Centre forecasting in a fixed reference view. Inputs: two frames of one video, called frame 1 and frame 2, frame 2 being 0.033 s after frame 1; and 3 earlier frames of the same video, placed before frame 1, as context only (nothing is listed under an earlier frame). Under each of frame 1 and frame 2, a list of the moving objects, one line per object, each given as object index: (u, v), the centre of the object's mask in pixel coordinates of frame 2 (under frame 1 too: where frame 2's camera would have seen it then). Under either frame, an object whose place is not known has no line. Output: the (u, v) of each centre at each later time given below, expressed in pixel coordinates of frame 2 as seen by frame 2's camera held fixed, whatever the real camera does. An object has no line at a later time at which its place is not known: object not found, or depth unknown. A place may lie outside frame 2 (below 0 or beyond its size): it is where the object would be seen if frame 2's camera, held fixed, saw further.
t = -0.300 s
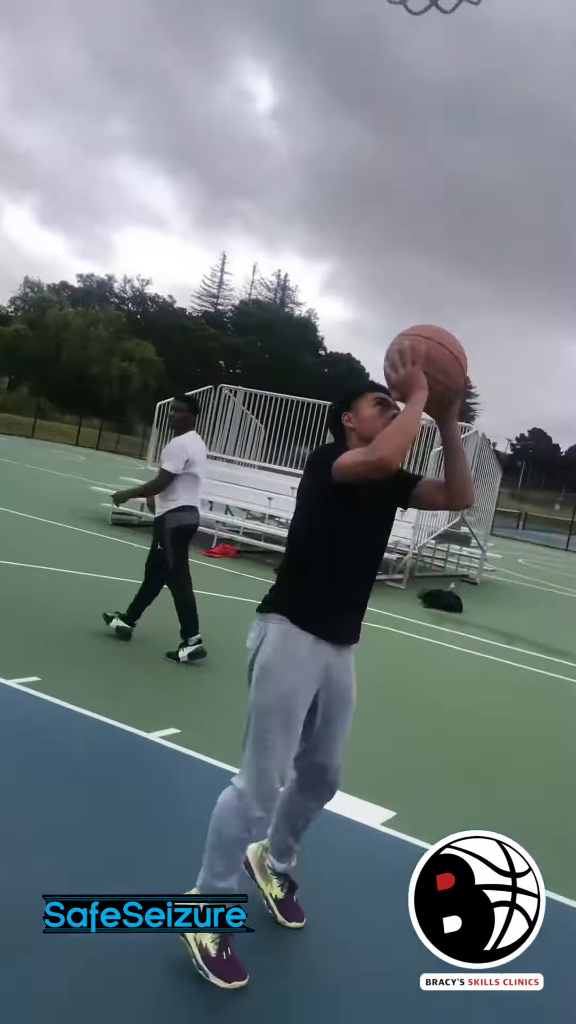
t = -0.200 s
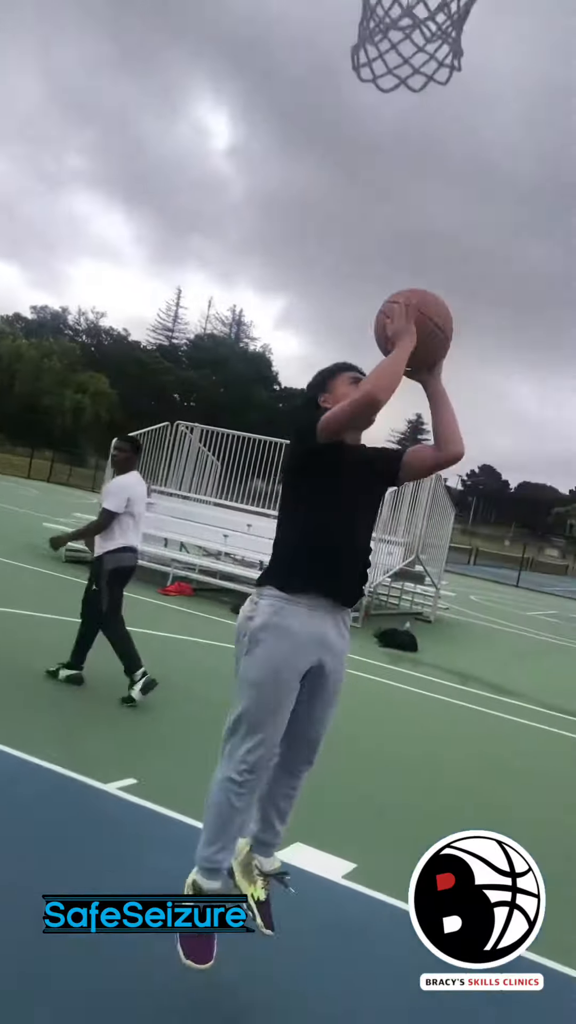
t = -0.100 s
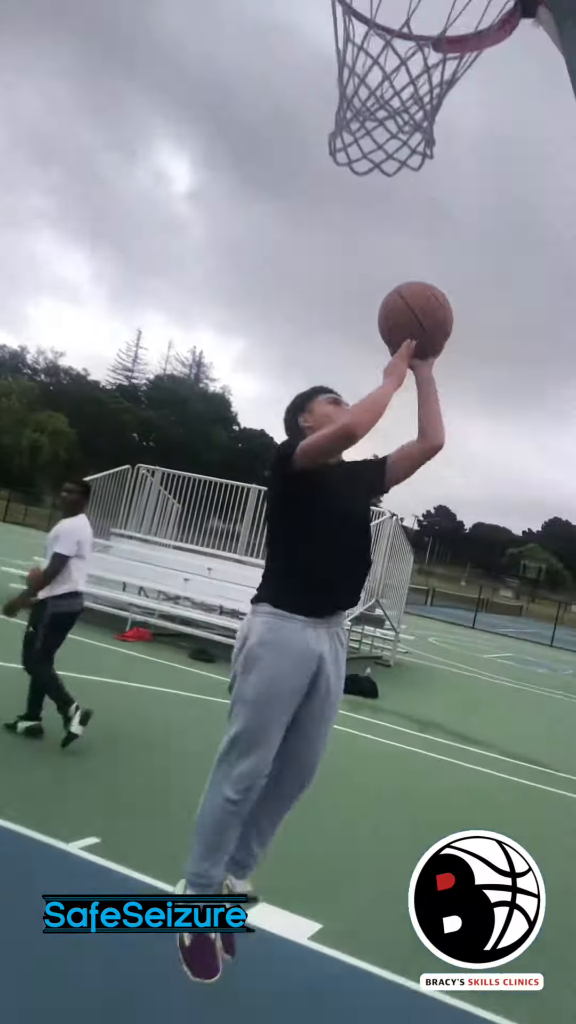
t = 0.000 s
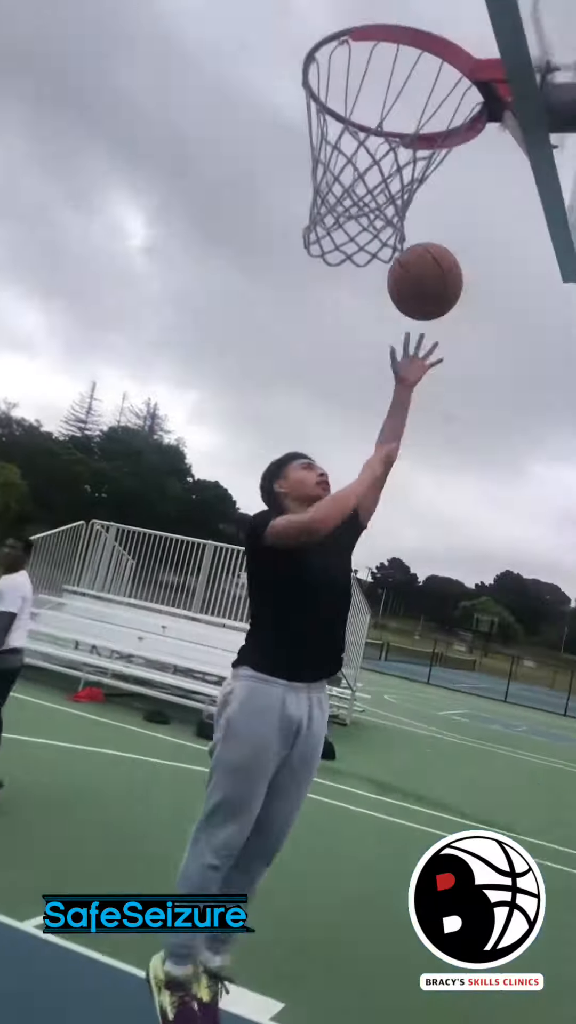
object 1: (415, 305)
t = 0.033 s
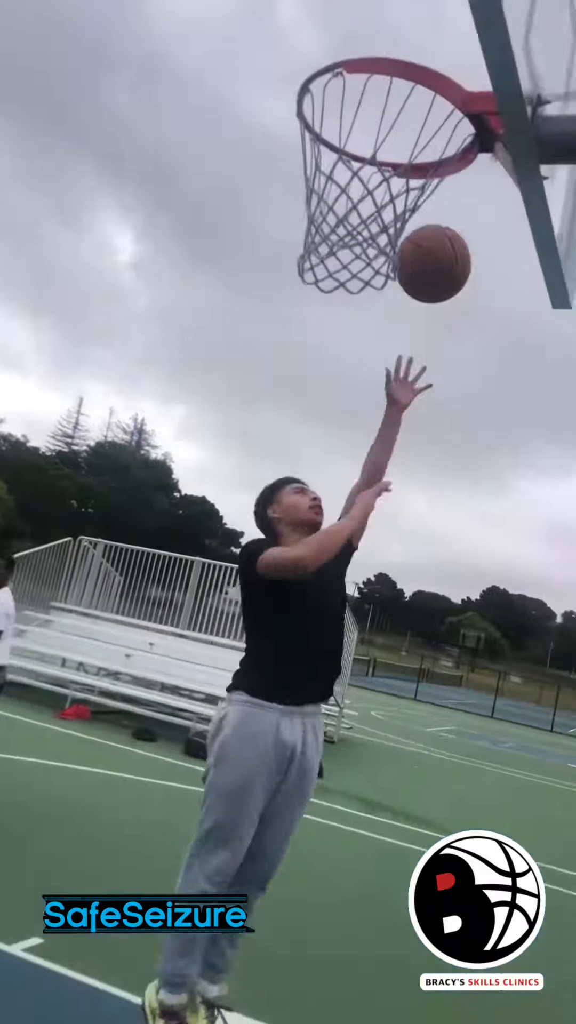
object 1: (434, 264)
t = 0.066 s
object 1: (452, 226)
